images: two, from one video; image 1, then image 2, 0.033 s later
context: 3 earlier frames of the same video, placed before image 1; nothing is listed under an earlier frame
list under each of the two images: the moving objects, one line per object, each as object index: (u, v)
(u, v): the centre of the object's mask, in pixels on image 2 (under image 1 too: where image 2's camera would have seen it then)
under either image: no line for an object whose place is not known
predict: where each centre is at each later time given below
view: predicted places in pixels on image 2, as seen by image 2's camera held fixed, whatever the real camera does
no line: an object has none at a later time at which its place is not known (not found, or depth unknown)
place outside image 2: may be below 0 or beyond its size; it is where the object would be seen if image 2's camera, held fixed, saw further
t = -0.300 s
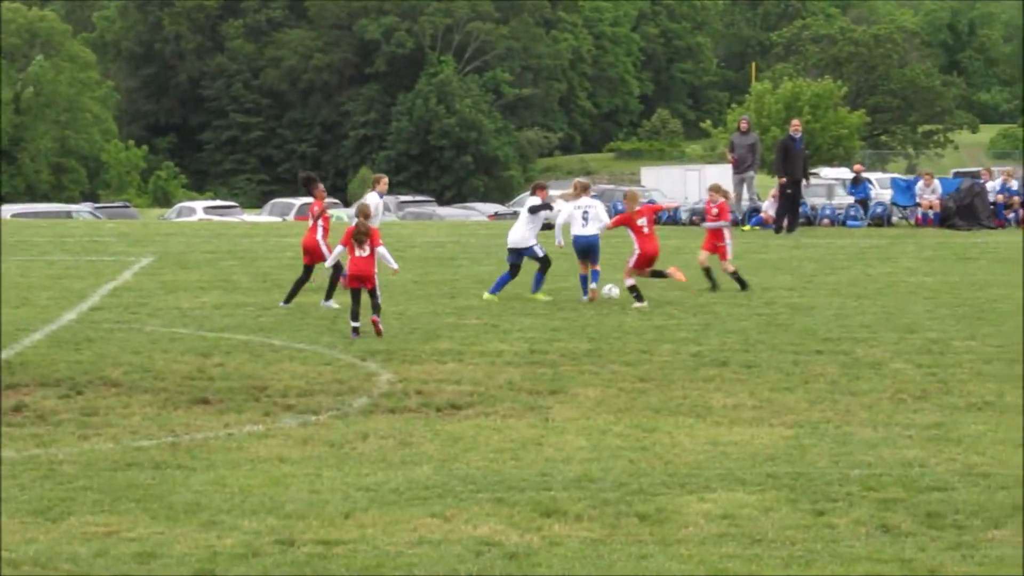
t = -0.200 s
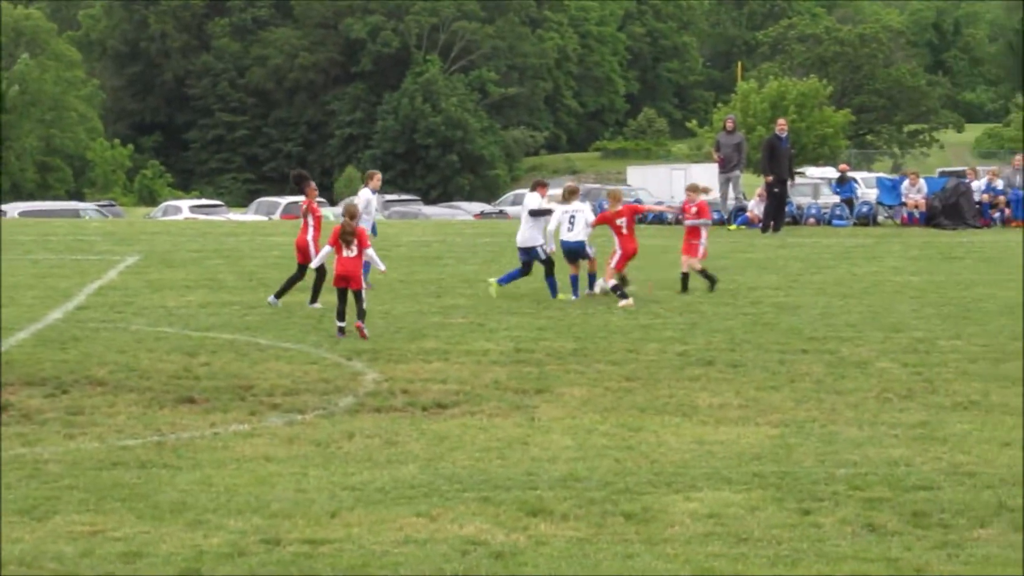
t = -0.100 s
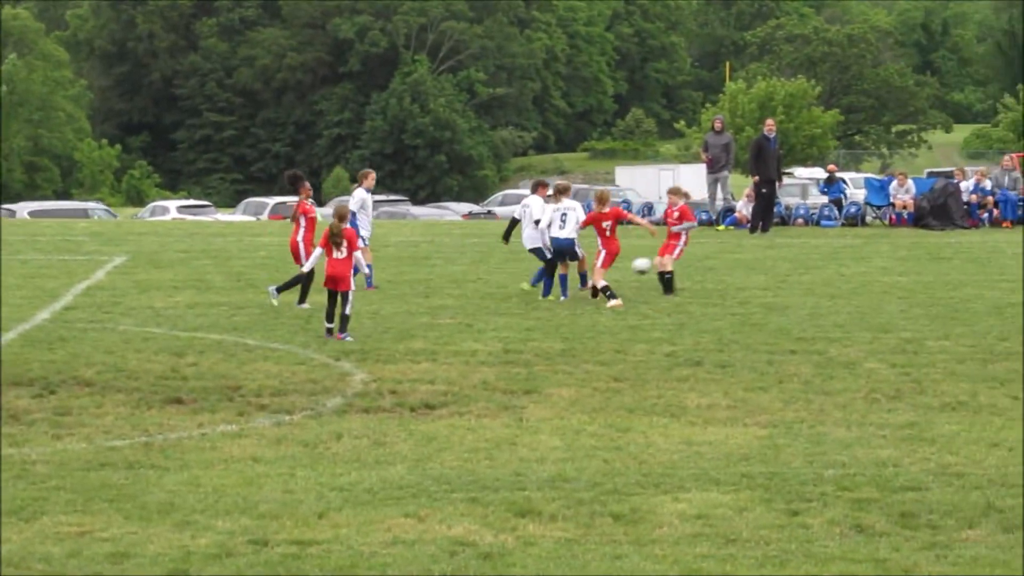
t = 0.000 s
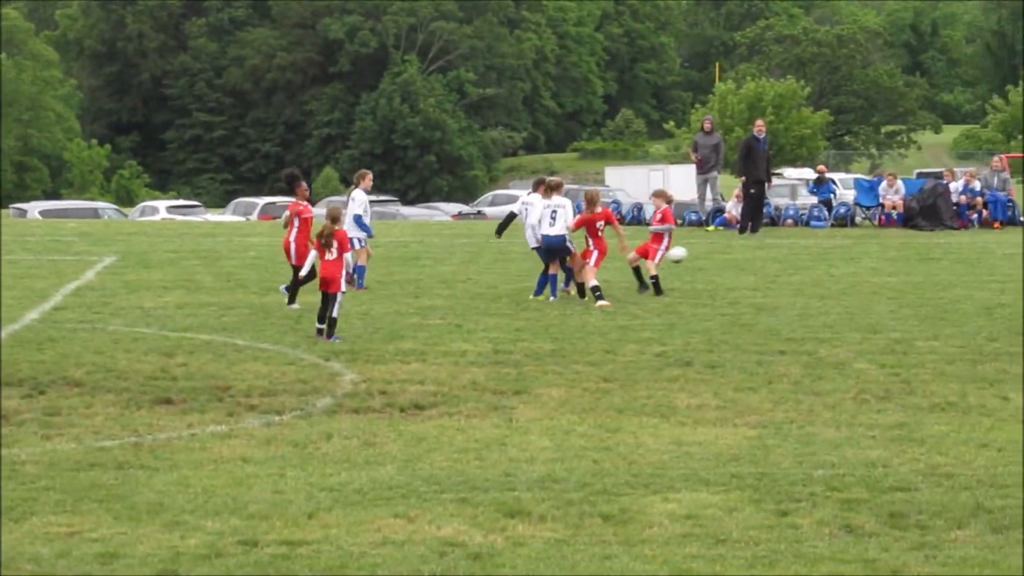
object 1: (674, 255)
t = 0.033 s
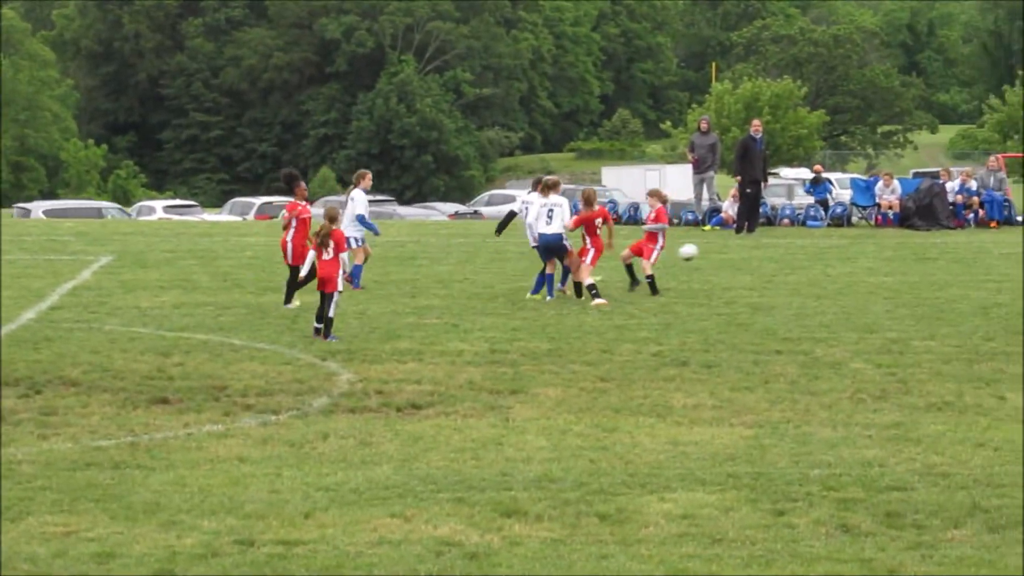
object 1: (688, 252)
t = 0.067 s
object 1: (701, 253)
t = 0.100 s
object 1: (713, 251)
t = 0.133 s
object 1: (727, 249)
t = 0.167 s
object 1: (744, 252)
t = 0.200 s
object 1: (756, 253)
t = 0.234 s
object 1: (767, 254)
